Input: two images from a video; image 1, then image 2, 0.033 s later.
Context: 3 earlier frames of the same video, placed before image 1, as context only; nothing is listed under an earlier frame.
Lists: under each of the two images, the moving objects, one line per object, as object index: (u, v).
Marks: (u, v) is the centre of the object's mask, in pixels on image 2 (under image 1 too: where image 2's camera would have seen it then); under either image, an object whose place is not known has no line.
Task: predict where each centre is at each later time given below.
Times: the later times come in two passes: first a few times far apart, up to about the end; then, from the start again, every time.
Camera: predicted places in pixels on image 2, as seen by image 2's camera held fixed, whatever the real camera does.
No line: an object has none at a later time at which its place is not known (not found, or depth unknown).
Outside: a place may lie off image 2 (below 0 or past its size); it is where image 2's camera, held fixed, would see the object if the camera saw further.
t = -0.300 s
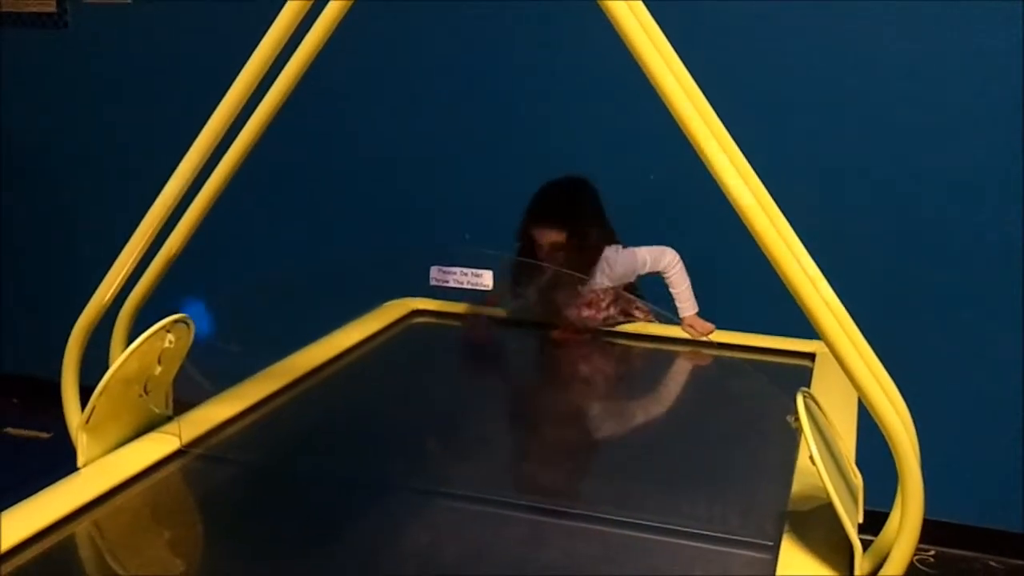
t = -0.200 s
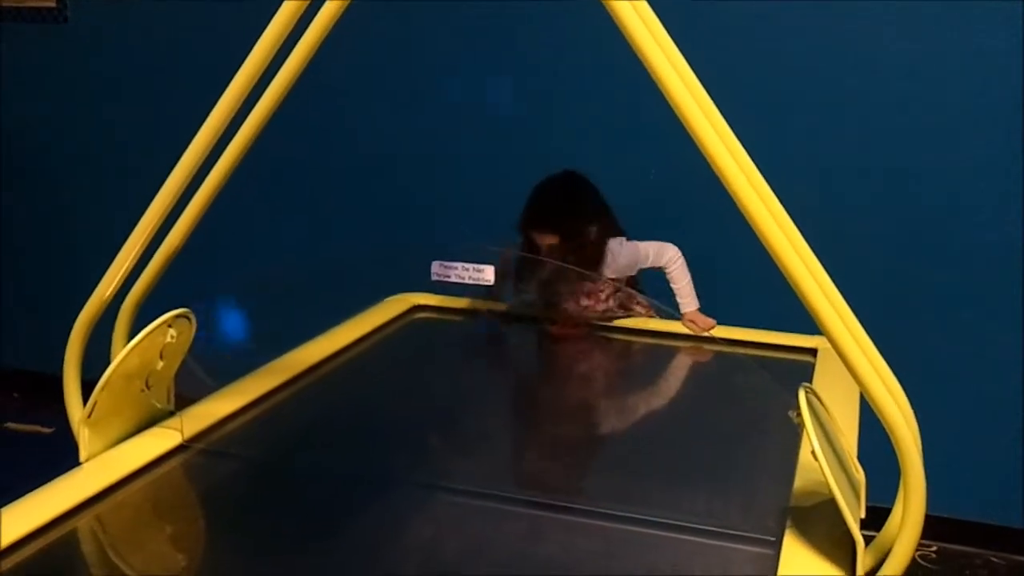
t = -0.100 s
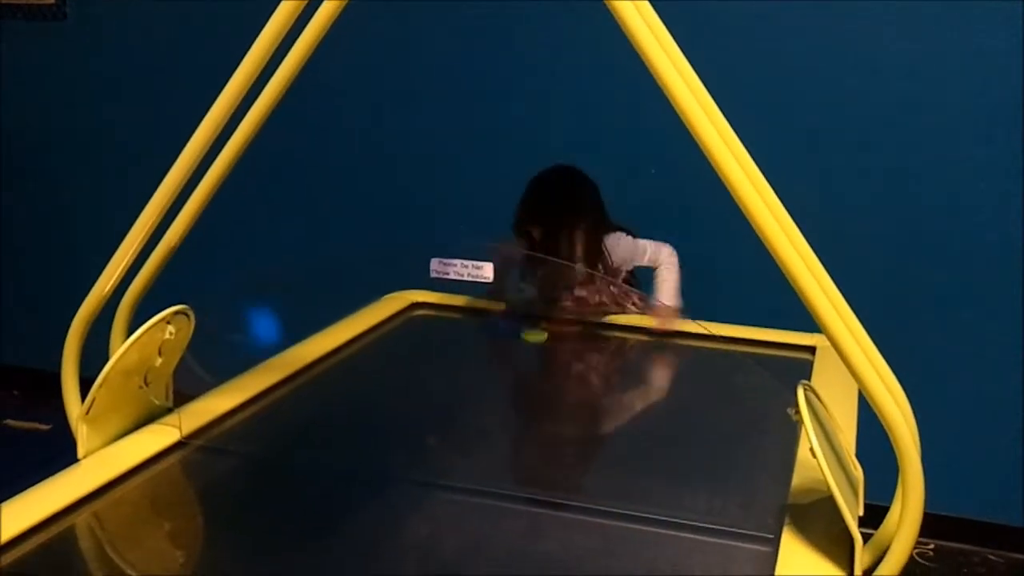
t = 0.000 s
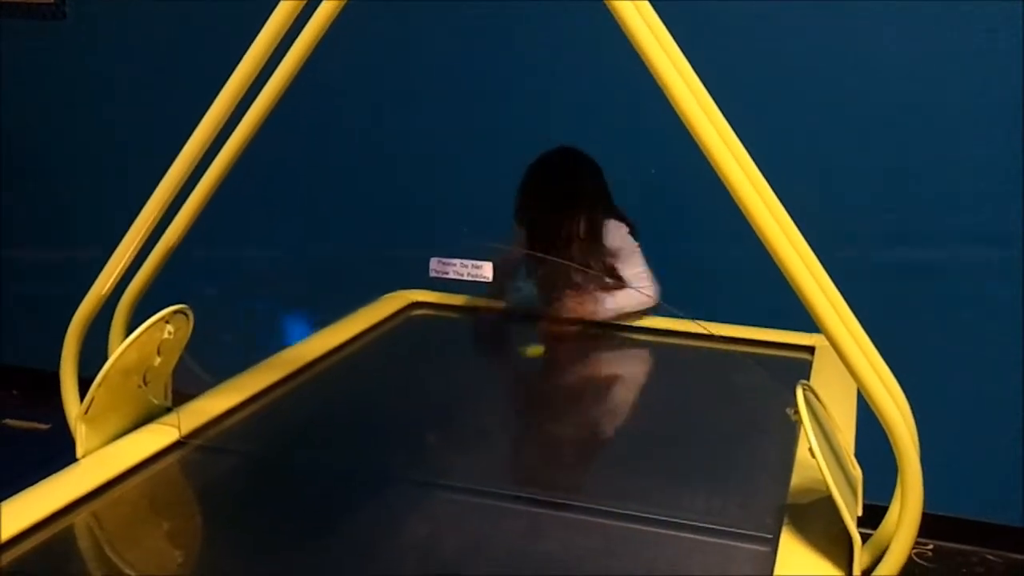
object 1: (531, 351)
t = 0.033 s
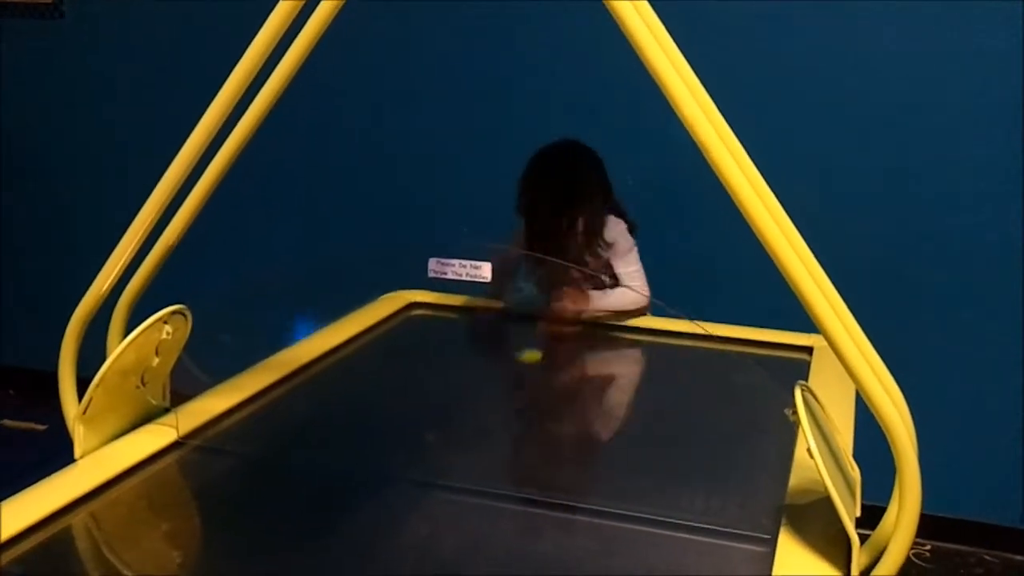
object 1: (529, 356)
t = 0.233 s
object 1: (519, 394)
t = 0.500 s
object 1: (506, 455)
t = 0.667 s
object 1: (496, 501)
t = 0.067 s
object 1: (527, 362)
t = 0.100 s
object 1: (525, 368)
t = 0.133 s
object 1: (523, 374)
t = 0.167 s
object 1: (522, 381)
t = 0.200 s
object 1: (520, 388)
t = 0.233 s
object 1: (519, 394)
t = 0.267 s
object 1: (517, 401)
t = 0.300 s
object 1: (516, 408)
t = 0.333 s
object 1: (514, 415)
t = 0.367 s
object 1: (512, 423)
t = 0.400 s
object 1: (510, 431)
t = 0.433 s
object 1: (509, 439)
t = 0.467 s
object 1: (508, 447)
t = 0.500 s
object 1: (506, 455)
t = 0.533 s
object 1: (504, 465)
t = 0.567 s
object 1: (502, 474)
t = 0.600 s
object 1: (499, 482)
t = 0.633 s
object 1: (497, 492)
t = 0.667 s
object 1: (496, 501)
